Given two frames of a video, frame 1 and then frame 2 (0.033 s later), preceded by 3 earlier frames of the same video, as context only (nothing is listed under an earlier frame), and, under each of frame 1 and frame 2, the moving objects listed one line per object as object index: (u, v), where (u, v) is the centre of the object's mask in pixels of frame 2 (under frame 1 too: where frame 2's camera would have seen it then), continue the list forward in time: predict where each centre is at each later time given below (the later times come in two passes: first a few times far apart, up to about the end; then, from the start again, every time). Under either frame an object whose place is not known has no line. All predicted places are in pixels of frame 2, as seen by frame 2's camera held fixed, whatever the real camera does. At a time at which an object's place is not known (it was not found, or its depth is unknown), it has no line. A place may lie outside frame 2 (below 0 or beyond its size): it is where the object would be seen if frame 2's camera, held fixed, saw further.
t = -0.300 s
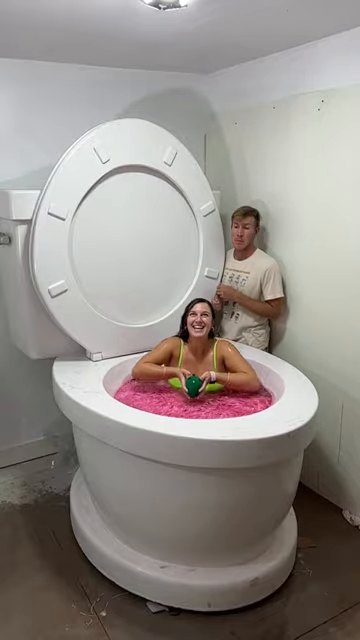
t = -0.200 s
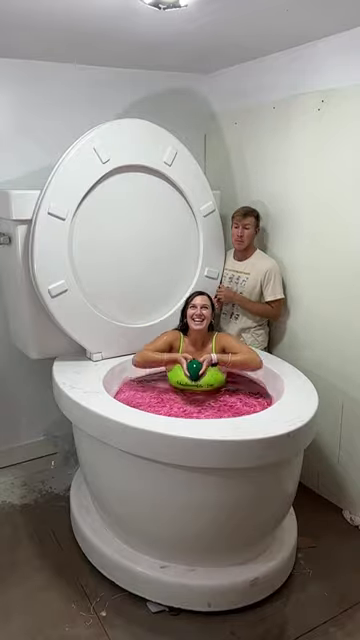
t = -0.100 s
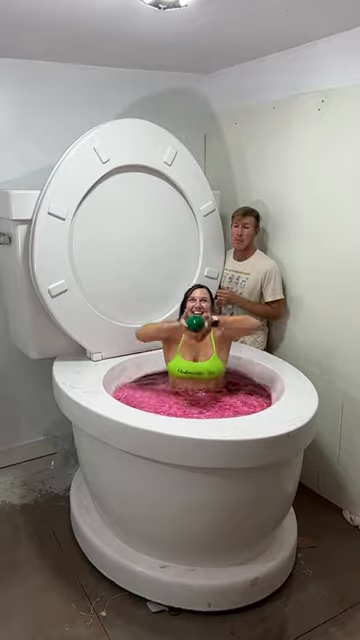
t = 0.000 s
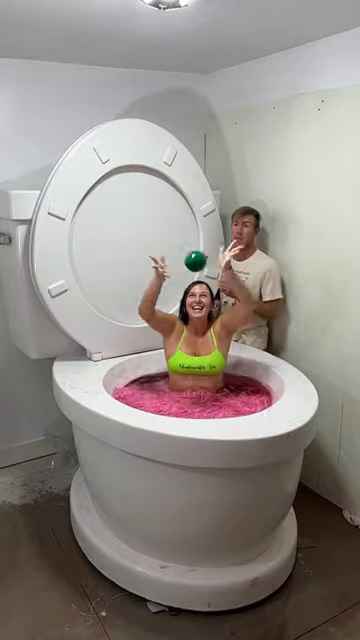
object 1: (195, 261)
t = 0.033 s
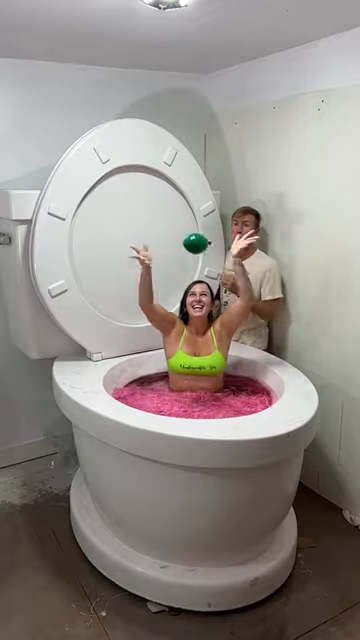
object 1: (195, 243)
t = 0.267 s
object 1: (196, 180)
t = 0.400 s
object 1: (196, 201)
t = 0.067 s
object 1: (196, 227)
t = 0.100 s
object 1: (196, 213)
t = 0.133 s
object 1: (196, 202)
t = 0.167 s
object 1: (196, 192)
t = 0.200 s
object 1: (196, 185)
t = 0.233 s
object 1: (196, 181)
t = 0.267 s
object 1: (196, 180)
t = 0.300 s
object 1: (196, 181)
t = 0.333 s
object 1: (196, 185)
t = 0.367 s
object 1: (196, 191)
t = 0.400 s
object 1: (196, 201)
